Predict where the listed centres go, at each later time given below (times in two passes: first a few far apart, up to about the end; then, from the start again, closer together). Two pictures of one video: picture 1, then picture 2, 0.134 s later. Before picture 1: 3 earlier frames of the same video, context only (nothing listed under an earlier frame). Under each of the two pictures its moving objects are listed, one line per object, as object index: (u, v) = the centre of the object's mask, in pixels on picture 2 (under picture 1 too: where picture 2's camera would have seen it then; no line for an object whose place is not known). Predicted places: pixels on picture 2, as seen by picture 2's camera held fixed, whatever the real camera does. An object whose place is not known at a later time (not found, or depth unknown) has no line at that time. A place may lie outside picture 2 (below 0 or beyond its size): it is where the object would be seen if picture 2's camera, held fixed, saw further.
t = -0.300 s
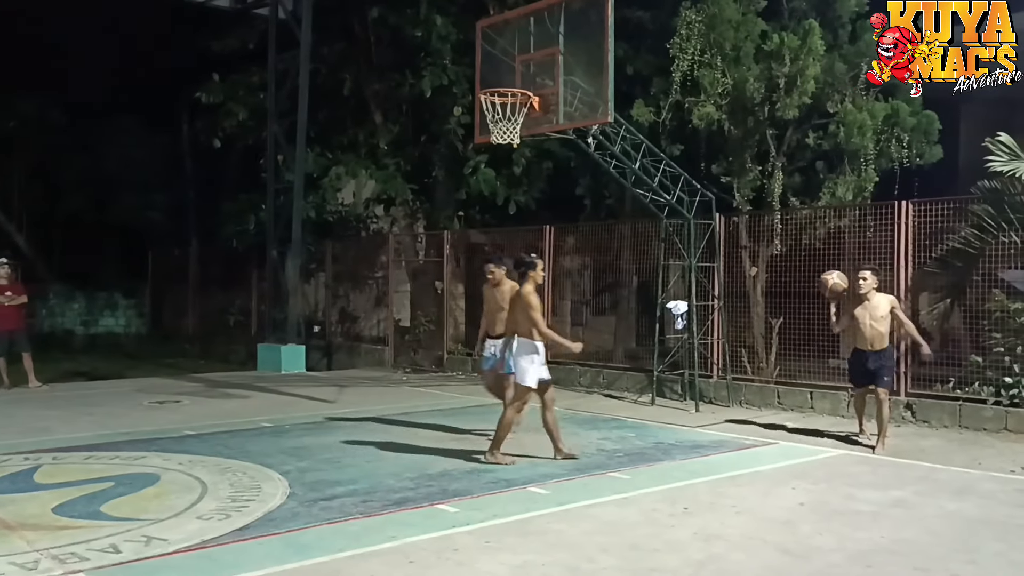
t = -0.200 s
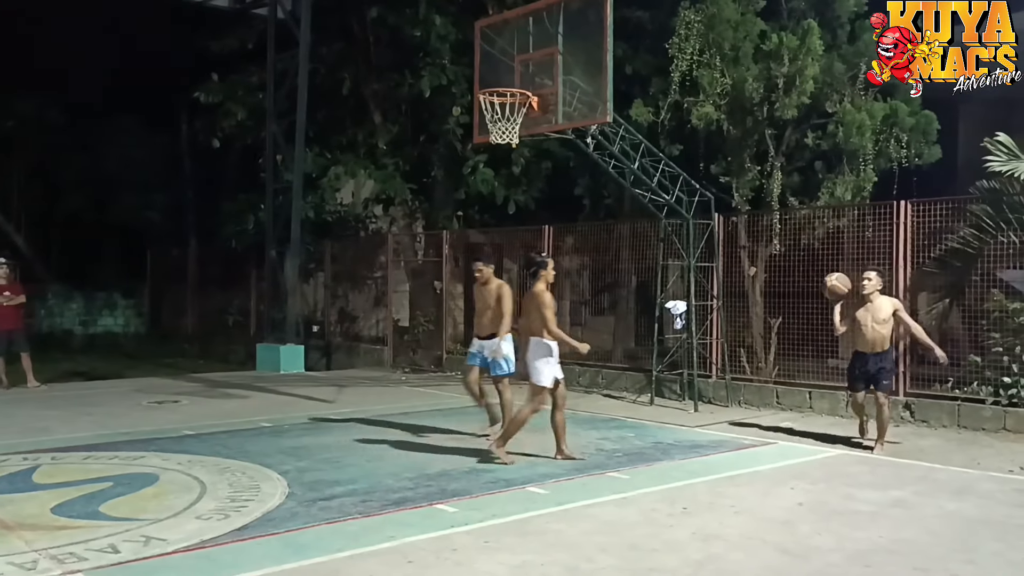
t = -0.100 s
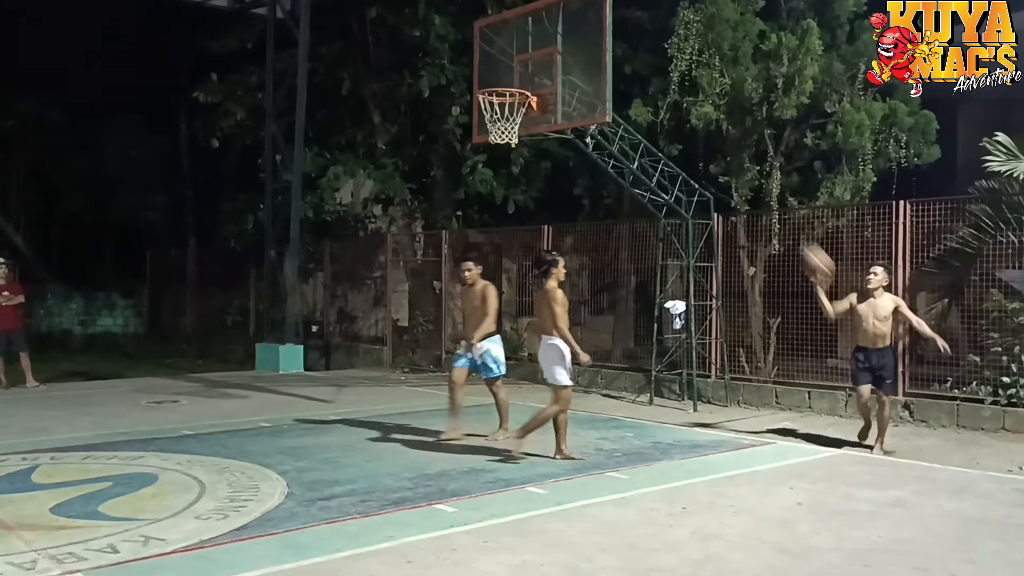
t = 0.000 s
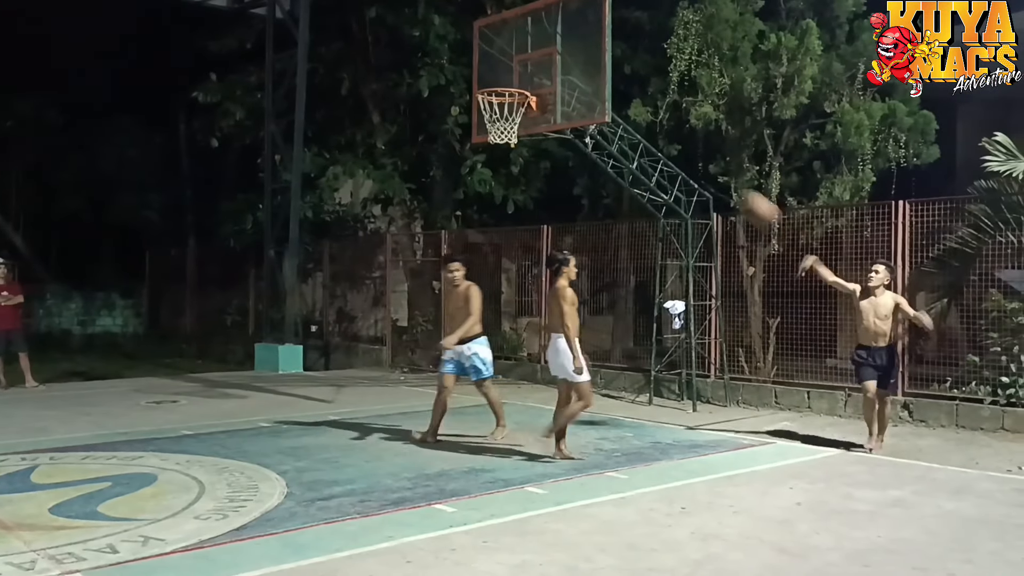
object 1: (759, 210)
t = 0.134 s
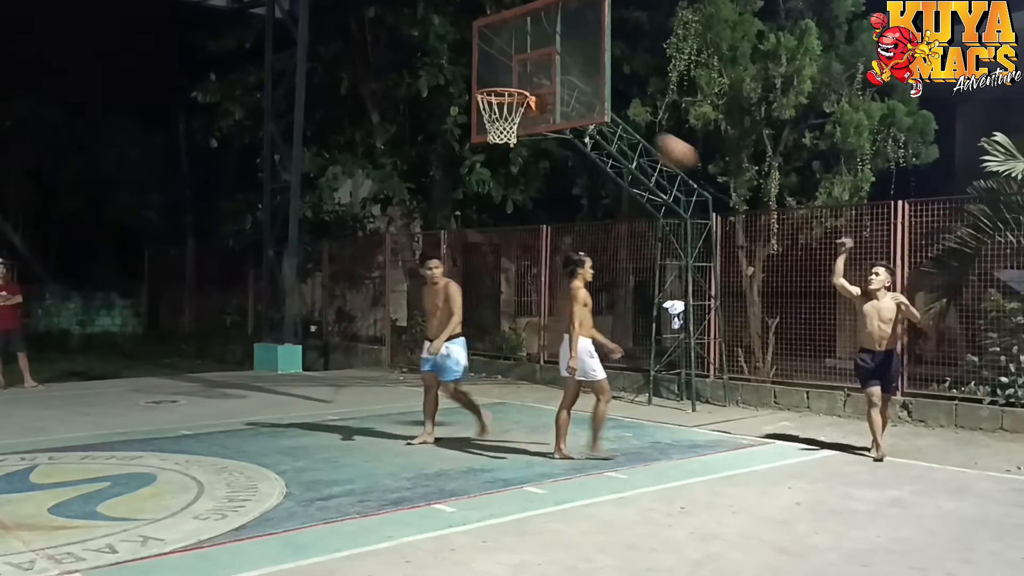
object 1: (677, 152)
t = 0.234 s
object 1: (608, 118)
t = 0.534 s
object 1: (370, 97)
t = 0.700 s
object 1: (214, 143)
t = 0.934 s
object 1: (-41, 297)
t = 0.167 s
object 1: (655, 140)
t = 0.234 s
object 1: (608, 118)
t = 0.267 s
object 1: (585, 111)
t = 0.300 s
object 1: (559, 104)
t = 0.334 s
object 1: (538, 101)
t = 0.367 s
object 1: (510, 92)
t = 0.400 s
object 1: (476, 92)
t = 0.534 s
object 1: (370, 97)
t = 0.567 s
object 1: (339, 102)
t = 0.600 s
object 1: (310, 109)
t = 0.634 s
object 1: (279, 118)
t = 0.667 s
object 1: (246, 129)
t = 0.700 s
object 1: (214, 143)
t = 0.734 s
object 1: (181, 157)
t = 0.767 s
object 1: (146, 175)
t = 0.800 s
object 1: (111, 195)
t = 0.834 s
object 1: (74, 217)
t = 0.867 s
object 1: (37, 241)
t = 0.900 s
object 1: (1, 266)
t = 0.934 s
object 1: (-41, 297)
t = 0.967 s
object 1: (-83, 335)
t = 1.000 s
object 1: (-123, 368)
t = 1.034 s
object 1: (-155, 399)
